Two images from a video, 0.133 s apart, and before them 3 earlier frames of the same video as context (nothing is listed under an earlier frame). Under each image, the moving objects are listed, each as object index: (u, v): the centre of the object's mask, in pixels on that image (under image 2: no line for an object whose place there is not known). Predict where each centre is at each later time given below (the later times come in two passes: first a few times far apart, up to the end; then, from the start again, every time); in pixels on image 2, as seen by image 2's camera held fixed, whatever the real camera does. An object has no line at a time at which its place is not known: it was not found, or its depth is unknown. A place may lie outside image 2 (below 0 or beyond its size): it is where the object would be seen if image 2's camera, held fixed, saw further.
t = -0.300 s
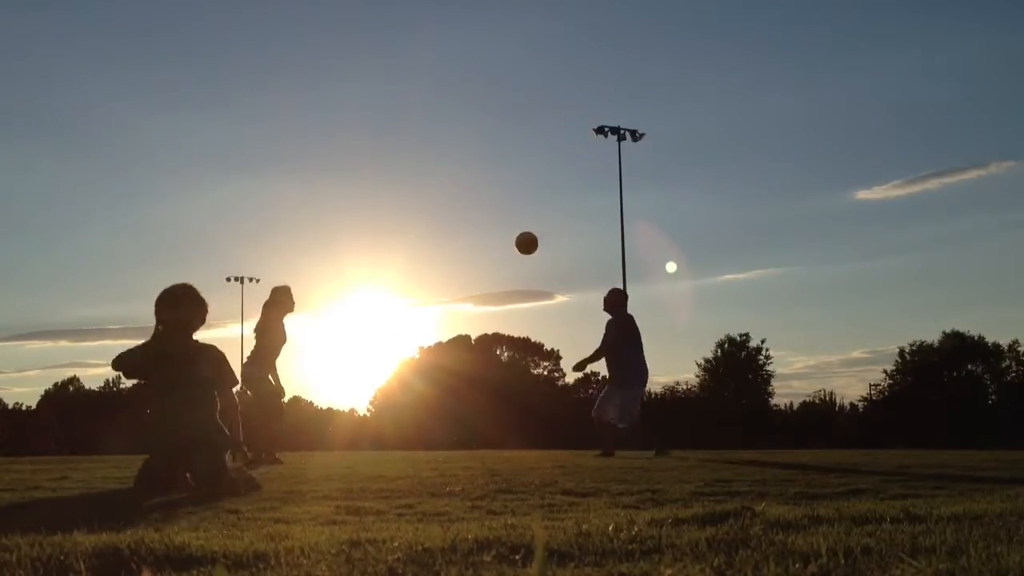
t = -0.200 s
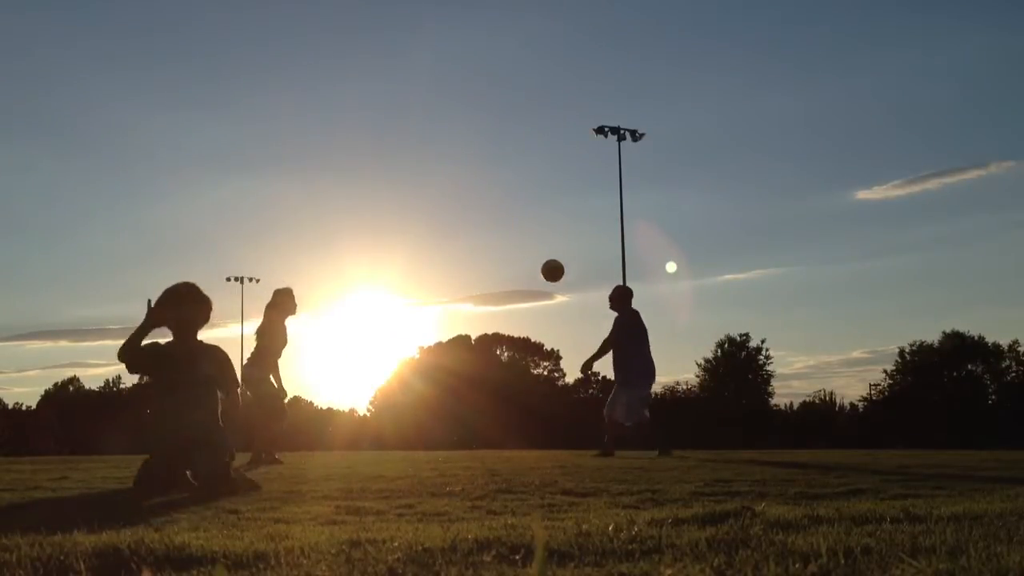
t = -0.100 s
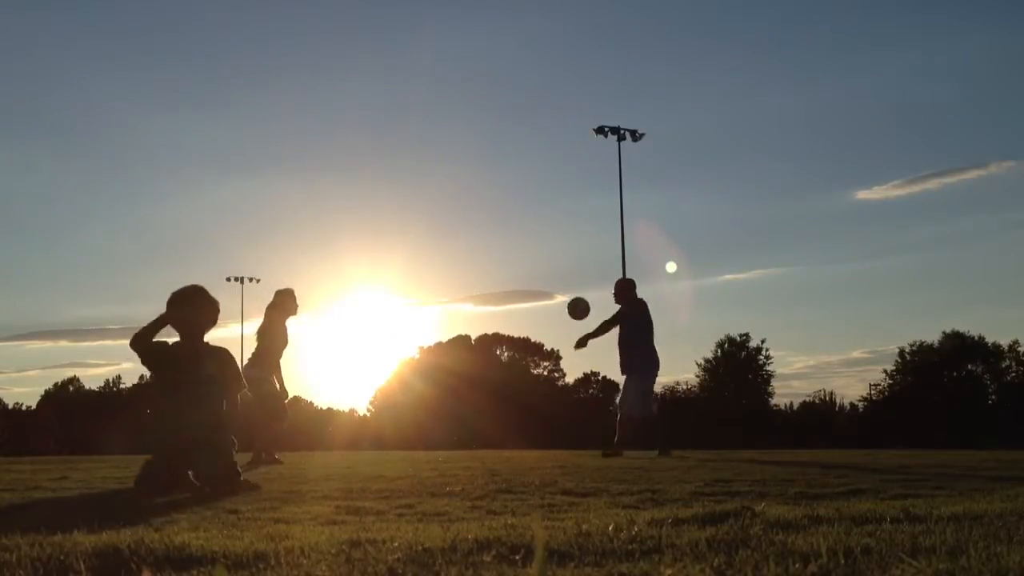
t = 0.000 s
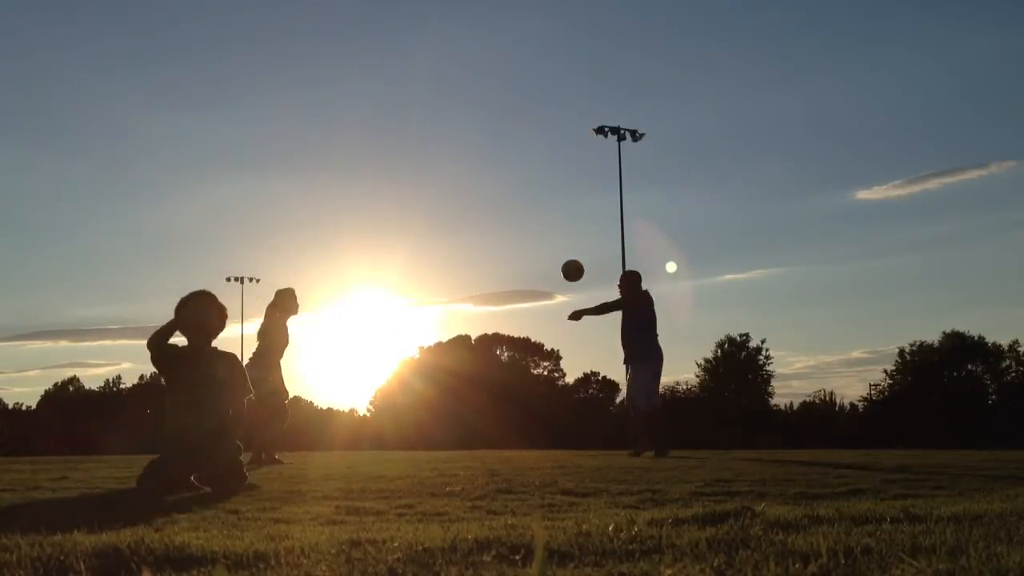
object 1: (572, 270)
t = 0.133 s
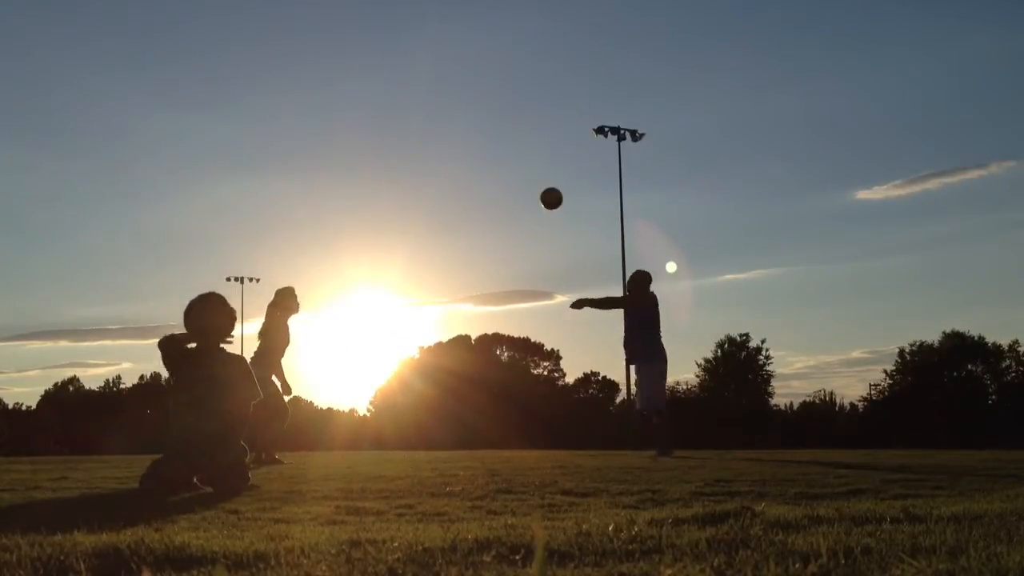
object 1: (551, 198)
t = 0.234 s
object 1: (535, 157)
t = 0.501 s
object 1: (494, 97)
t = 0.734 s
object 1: (459, 105)
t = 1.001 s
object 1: (419, 187)
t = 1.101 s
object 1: (404, 239)
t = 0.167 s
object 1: (546, 183)
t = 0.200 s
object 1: (540, 170)
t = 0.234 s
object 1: (535, 157)
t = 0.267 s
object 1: (530, 145)
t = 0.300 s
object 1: (525, 135)
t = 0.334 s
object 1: (520, 126)
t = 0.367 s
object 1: (514, 118)
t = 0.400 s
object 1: (509, 111)
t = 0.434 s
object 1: (504, 105)
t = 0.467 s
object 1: (499, 101)
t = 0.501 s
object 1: (494, 97)
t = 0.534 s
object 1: (489, 95)
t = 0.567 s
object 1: (484, 94)
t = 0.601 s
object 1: (479, 93)
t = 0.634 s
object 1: (474, 95)
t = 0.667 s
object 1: (469, 97)
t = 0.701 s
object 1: (464, 100)
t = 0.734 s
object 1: (459, 105)
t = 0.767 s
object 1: (454, 111)
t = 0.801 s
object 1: (449, 118)
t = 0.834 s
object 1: (444, 126)
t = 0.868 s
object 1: (439, 136)
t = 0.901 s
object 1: (434, 146)
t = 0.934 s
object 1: (429, 159)
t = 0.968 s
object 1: (424, 172)
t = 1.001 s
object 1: (419, 187)
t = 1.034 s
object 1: (414, 203)
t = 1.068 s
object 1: (409, 220)
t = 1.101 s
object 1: (404, 239)
